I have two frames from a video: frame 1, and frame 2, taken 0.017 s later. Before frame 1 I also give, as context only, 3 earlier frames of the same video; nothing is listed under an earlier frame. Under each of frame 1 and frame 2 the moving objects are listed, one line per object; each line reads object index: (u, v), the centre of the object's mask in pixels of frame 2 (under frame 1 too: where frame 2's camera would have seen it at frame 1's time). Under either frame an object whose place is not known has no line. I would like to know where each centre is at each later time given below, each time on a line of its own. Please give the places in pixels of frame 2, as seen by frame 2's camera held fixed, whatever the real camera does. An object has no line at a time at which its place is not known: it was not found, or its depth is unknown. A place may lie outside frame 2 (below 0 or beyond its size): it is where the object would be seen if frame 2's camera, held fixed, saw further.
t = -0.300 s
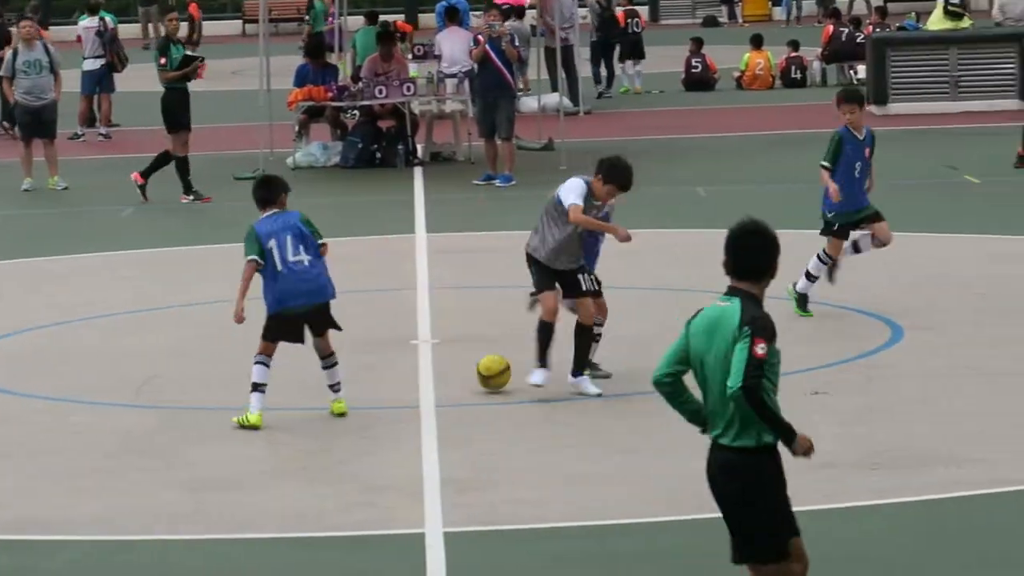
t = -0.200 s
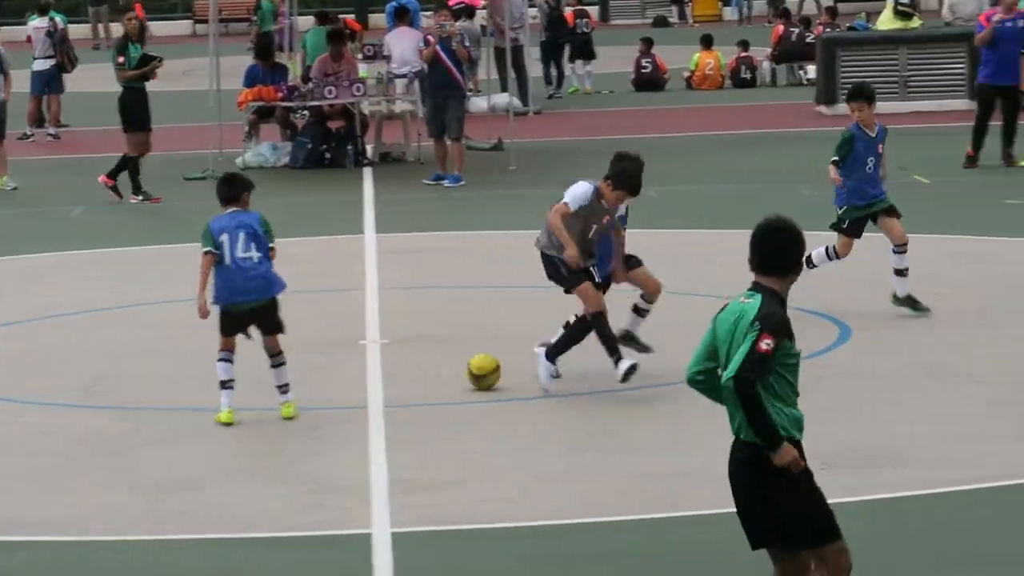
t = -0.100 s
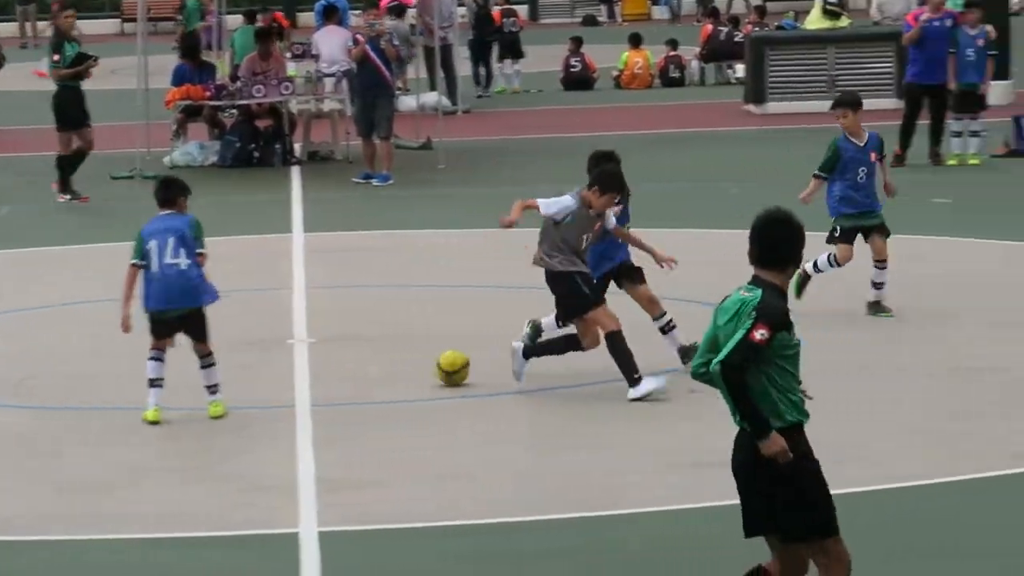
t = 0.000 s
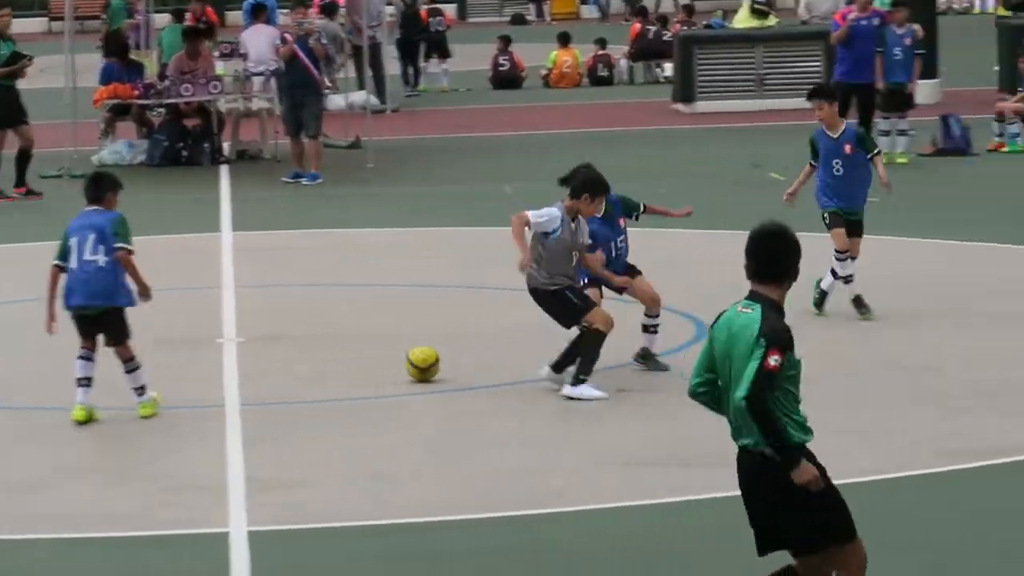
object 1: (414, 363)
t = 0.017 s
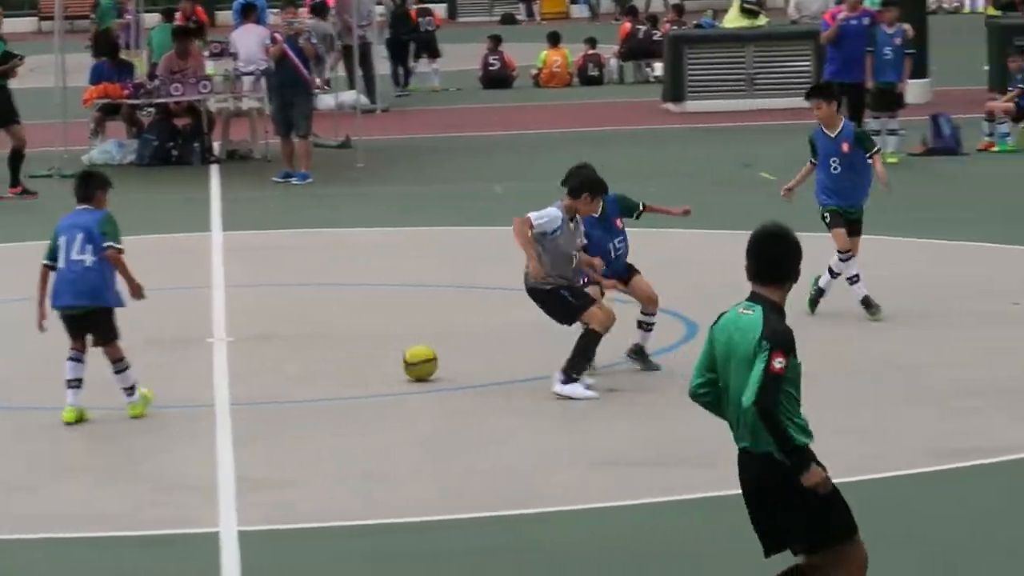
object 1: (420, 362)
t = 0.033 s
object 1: (426, 362)
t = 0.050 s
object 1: (432, 361)
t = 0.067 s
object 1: (439, 361)
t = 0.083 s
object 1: (444, 361)
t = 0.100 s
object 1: (450, 360)
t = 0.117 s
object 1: (457, 360)
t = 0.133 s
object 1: (463, 359)
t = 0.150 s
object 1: (470, 359)
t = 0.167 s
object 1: (475, 359)
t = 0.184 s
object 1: (481, 358)
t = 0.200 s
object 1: (488, 359)
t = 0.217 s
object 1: (495, 358)
